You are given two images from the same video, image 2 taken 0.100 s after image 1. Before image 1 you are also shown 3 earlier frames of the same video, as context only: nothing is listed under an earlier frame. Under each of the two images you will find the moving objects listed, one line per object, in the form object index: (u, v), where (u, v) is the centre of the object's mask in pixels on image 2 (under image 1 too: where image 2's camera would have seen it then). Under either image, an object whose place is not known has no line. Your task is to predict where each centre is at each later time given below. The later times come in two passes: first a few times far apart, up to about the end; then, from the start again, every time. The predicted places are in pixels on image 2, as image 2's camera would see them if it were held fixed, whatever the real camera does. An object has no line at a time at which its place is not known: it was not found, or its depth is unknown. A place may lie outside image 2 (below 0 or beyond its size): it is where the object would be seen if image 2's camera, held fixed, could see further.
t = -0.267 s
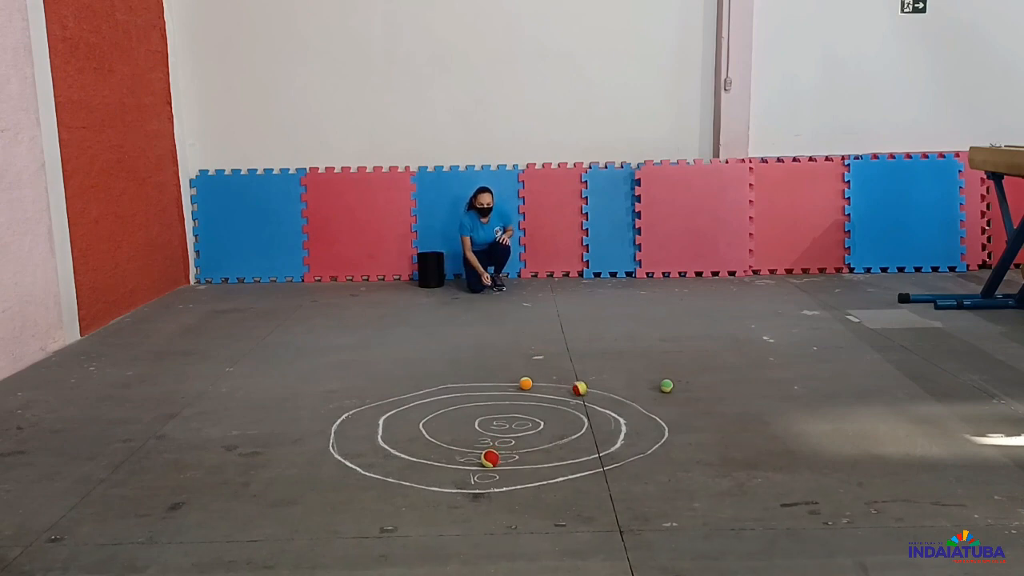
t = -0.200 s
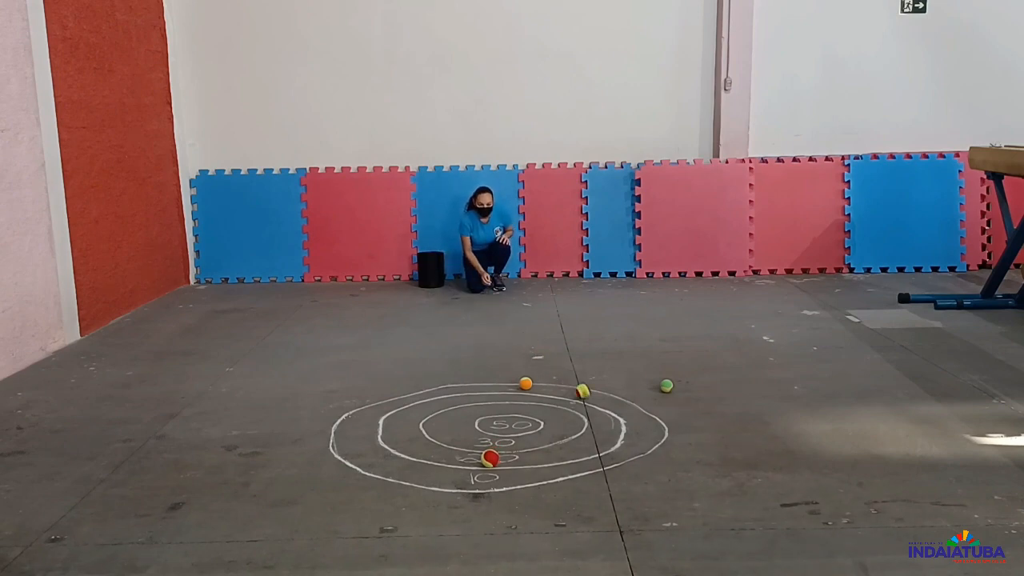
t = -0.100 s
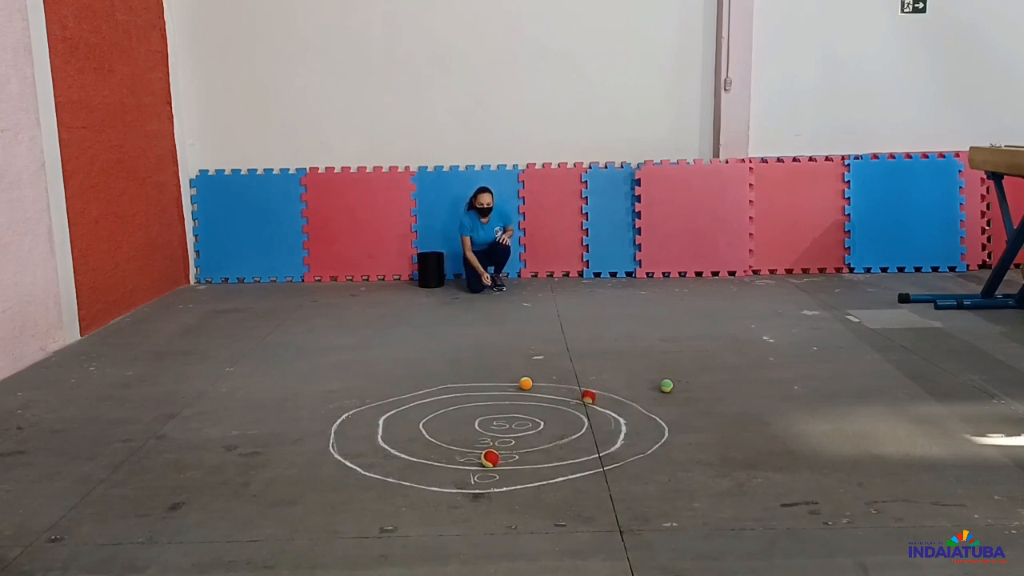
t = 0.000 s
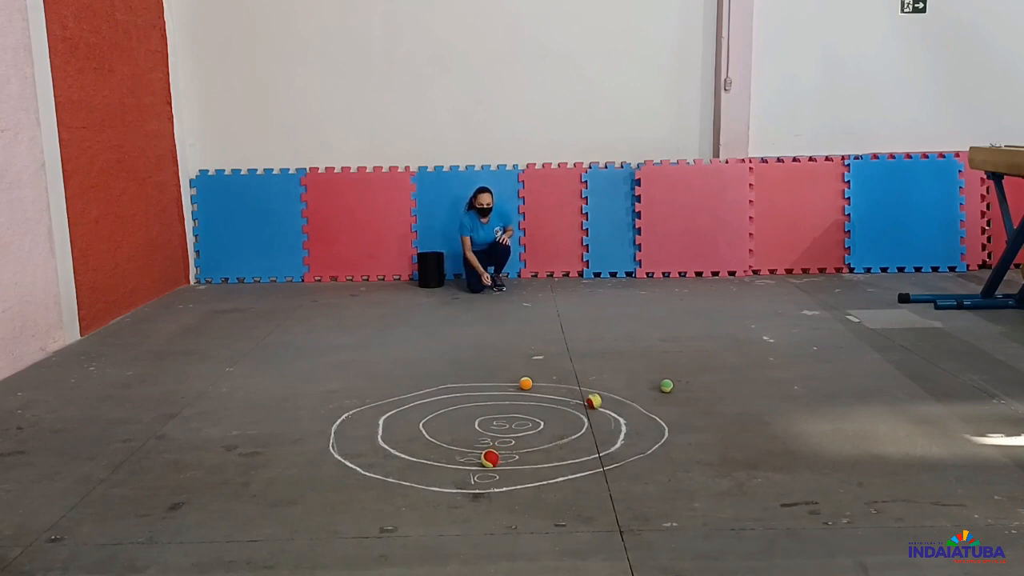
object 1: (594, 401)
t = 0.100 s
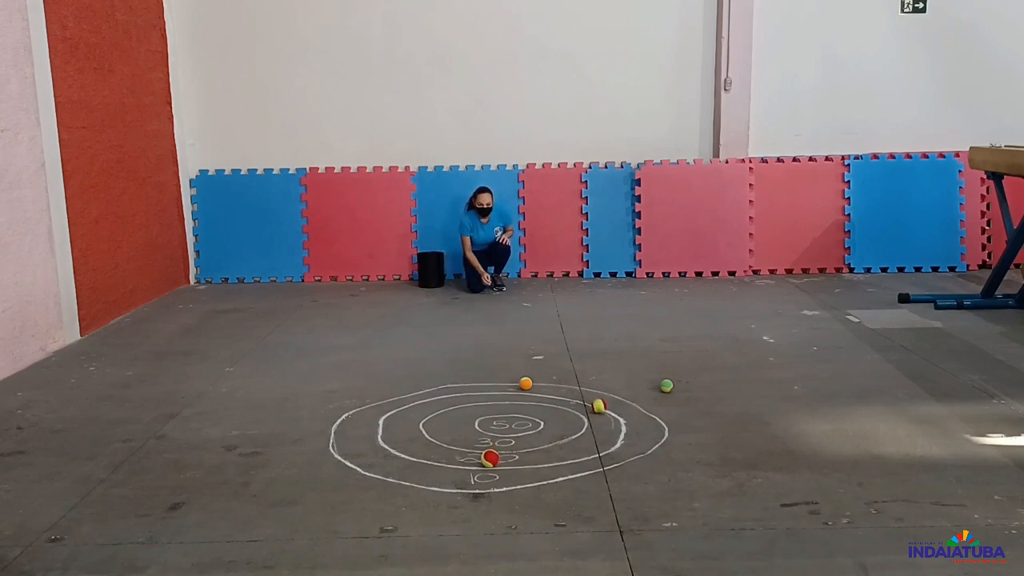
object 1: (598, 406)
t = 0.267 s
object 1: (607, 414)
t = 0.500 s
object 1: (620, 426)
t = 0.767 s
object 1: (637, 439)
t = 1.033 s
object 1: (651, 452)
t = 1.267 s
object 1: (664, 464)
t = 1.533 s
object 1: (679, 478)
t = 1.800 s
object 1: (695, 492)
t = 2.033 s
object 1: (710, 504)
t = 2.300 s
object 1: (730, 517)
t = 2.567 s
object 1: (749, 529)
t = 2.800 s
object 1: (763, 539)
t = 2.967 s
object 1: (774, 545)
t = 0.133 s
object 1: (600, 408)
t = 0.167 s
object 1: (602, 409)
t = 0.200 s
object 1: (604, 410)
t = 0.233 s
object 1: (605, 412)
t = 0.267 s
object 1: (607, 414)
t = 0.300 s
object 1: (609, 416)
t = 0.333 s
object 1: (611, 417)
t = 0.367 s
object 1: (612, 419)
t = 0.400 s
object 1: (615, 421)
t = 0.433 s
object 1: (617, 423)
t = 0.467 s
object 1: (619, 424)
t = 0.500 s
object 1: (620, 426)
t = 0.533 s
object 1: (623, 427)
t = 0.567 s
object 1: (625, 429)
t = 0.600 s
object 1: (626, 431)
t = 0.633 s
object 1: (628, 432)
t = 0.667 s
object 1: (631, 435)
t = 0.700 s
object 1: (633, 437)
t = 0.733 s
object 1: (635, 438)
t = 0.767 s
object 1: (637, 439)
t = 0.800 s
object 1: (639, 441)
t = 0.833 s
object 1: (641, 443)
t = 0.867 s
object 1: (643, 444)
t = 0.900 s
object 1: (644, 446)
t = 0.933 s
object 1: (646, 447)
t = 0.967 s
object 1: (648, 449)
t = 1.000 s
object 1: (650, 451)
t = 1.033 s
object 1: (651, 452)
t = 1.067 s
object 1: (654, 454)
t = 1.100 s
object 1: (655, 455)
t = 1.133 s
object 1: (657, 457)
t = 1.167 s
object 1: (659, 458)
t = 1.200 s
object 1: (661, 460)
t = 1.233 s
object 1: (662, 462)
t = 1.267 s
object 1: (664, 464)
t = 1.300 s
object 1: (666, 466)
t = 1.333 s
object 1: (667, 467)
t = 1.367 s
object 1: (669, 469)
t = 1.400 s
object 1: (672, 471)
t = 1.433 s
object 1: (673, 473)
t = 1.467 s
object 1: (675, 475)
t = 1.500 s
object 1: (677, 476)
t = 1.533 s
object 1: (679, 478)
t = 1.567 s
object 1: (681, 480)
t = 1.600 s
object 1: (683, 481)
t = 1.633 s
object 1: (685, 483)
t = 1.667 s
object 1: (687, 485)
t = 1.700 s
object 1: (689, 487)
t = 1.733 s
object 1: (691, 489)
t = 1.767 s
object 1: (693, 491)
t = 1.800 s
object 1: (695, 492)
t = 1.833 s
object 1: (697, 494)
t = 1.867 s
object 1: (699, 496)
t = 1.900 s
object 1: (702, 498)
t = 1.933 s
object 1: (704, 499)
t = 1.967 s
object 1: (706, 501)
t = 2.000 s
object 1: (708, 502)
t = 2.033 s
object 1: (710, 504)
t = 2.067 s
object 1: (712, 506)
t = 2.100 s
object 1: (715, 508)
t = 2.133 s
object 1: (717, 510)
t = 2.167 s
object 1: (719, 511)
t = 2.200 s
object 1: (722, 513)
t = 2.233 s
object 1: (724, 514)
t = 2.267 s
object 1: (727, 516)
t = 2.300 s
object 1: (730, 517)
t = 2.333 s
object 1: (733, 519)
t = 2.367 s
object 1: (735, 521)
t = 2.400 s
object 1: (738, 522)
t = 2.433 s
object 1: (740, 523)
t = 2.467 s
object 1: (743, 525)
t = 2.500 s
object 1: (745, 526)
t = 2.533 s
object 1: (747, 528)
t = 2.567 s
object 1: (749, 529)
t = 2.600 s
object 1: (751, 531)
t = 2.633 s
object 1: (753, 532)
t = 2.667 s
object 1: (755, 534)
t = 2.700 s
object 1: (757, 535)
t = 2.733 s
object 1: (759, 536)
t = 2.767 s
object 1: (761, 537)
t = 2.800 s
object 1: (763, 539)
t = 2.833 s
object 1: (766, 540)
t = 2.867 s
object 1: (768, 541)
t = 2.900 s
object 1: (770, 543)
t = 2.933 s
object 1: (772, 544)
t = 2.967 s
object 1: (774, 545)
